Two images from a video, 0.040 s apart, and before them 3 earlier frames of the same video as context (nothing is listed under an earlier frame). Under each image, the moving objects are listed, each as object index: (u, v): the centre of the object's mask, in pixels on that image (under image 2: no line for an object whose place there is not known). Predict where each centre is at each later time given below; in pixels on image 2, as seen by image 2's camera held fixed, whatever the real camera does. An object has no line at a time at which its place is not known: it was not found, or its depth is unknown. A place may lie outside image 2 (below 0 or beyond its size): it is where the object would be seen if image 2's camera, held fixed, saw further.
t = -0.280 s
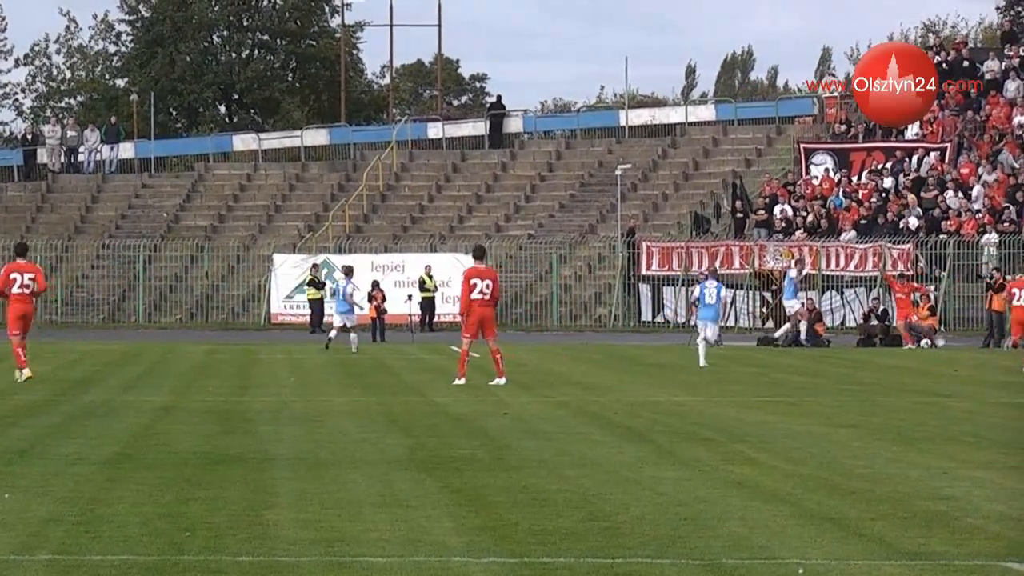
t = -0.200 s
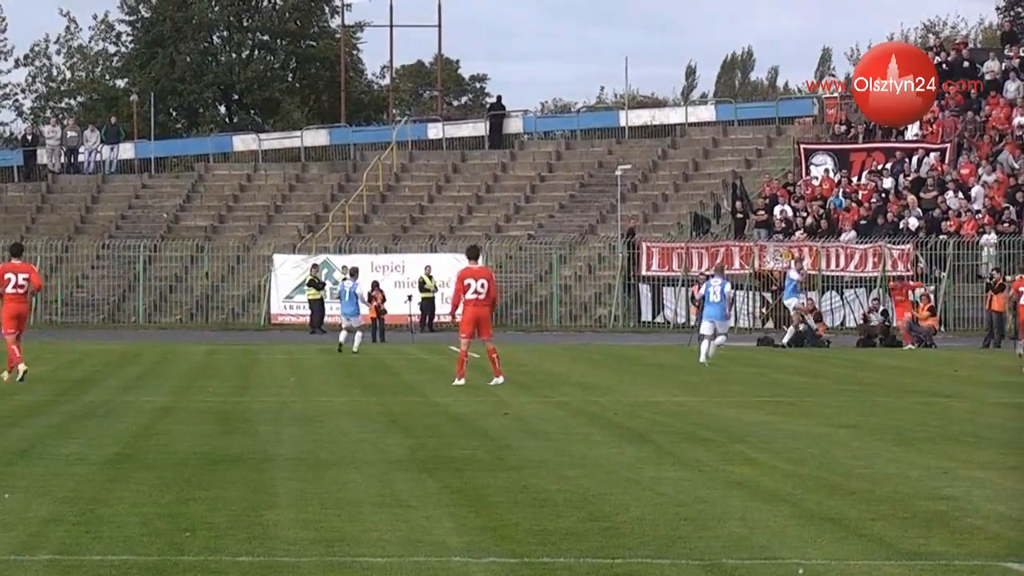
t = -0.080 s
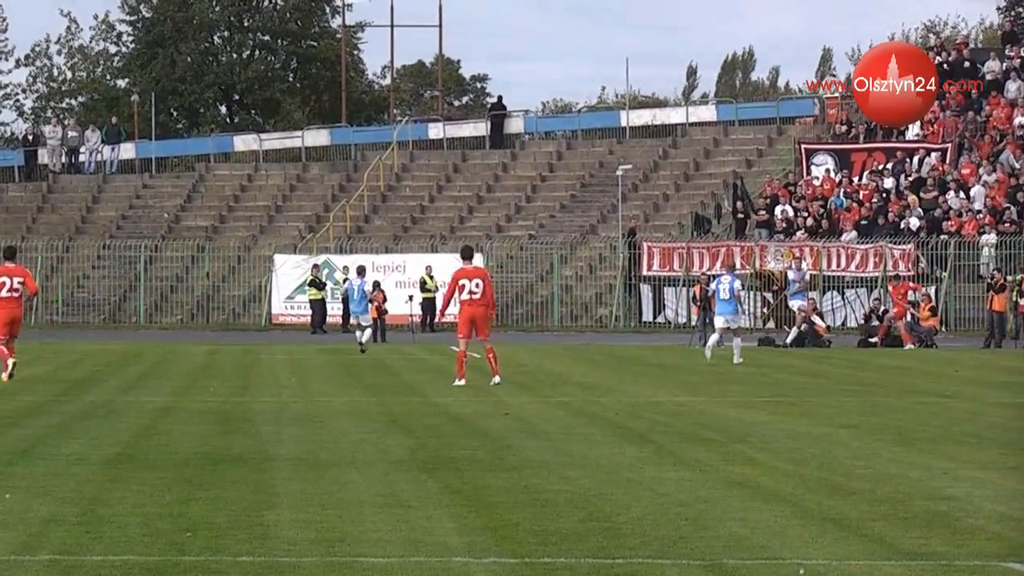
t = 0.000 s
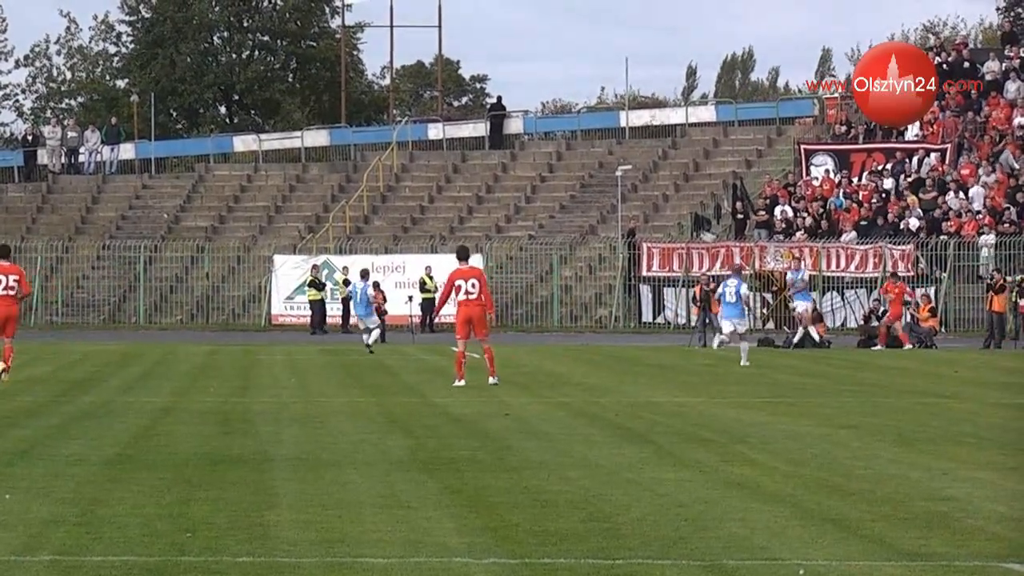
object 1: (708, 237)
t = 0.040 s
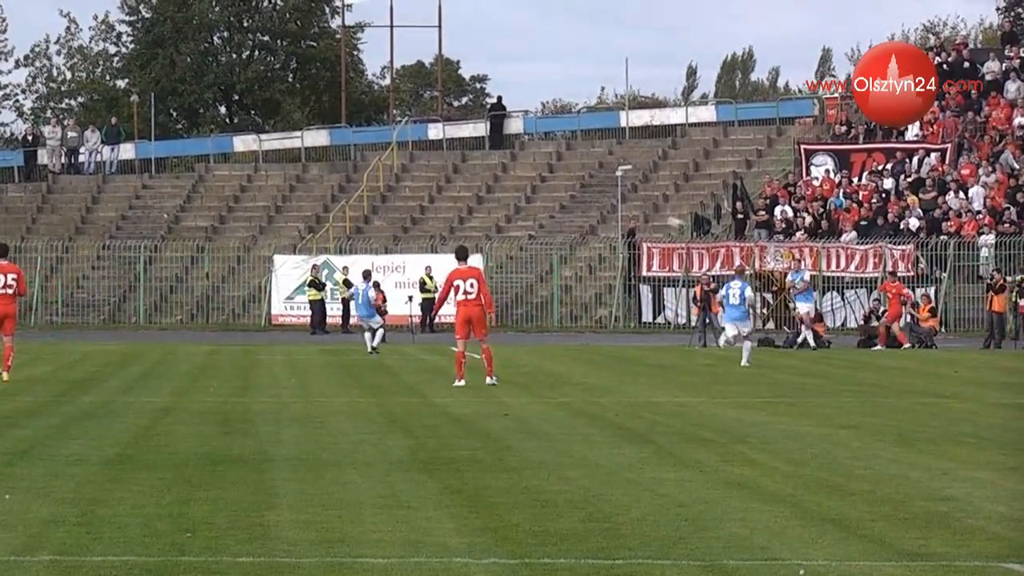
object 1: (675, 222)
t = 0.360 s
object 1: (423, 124)
